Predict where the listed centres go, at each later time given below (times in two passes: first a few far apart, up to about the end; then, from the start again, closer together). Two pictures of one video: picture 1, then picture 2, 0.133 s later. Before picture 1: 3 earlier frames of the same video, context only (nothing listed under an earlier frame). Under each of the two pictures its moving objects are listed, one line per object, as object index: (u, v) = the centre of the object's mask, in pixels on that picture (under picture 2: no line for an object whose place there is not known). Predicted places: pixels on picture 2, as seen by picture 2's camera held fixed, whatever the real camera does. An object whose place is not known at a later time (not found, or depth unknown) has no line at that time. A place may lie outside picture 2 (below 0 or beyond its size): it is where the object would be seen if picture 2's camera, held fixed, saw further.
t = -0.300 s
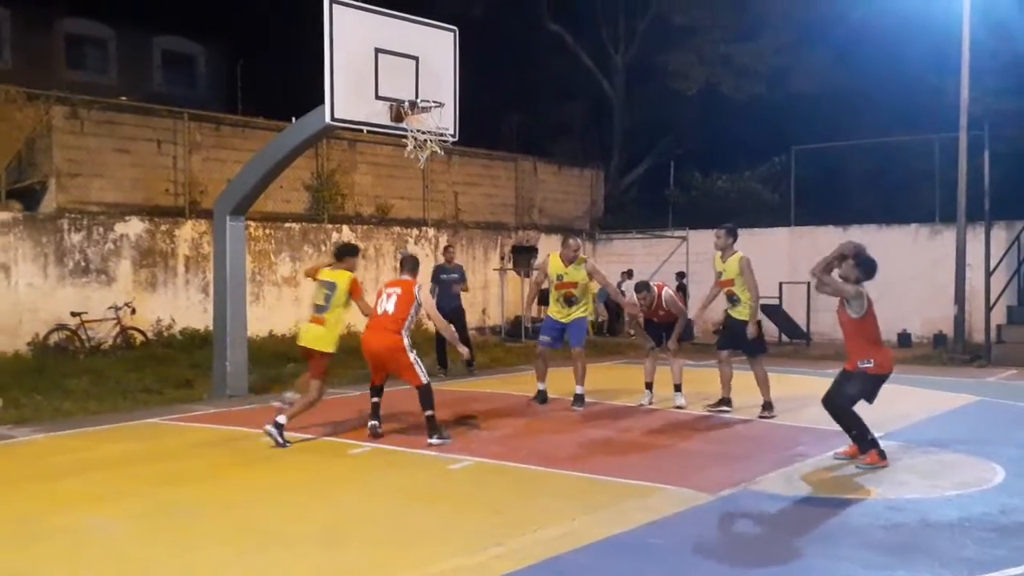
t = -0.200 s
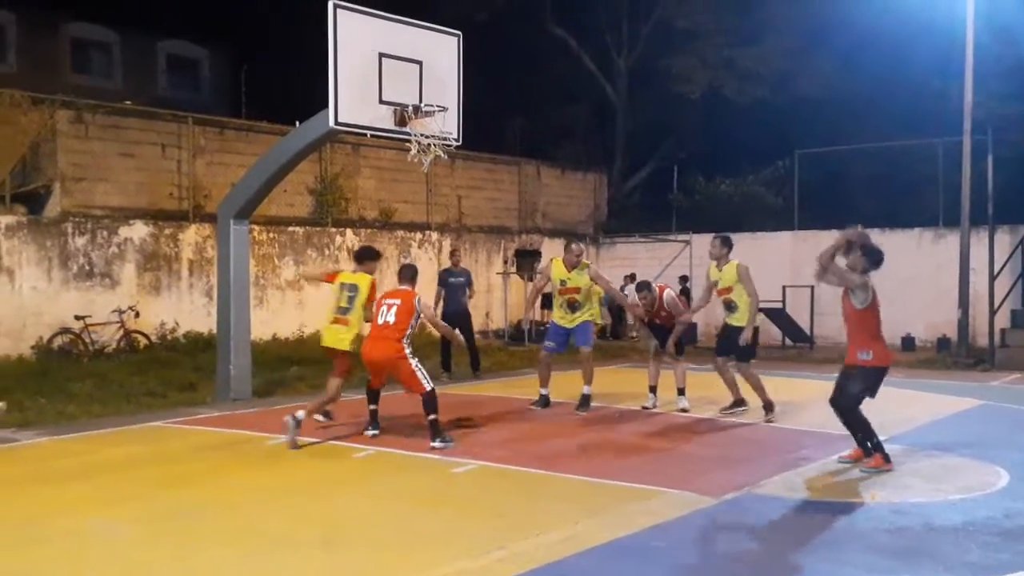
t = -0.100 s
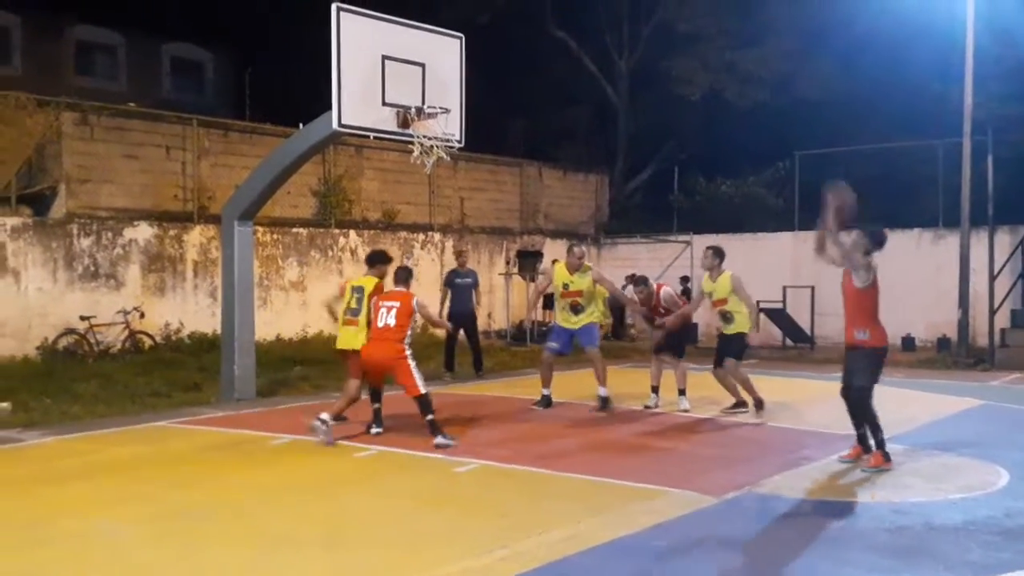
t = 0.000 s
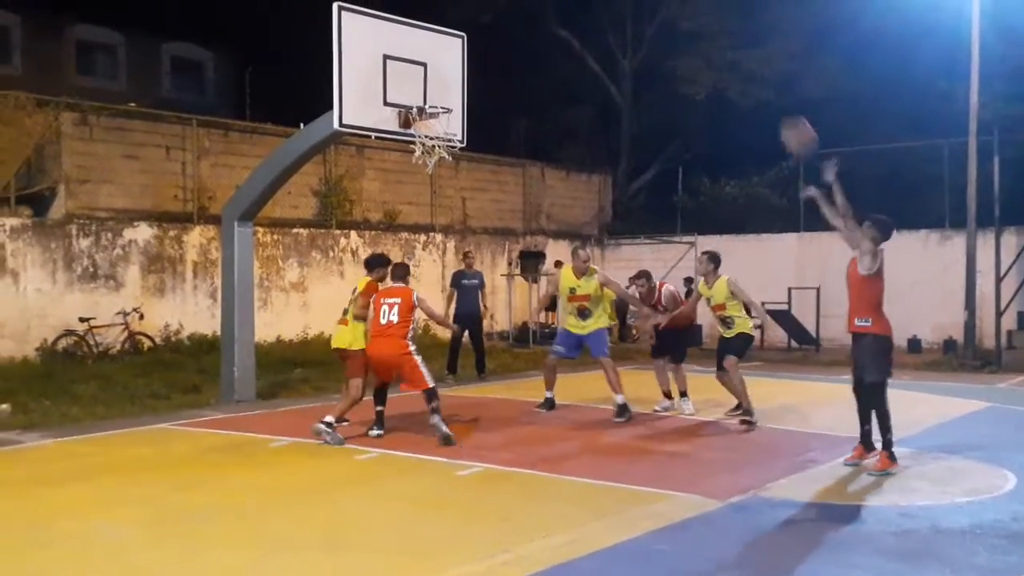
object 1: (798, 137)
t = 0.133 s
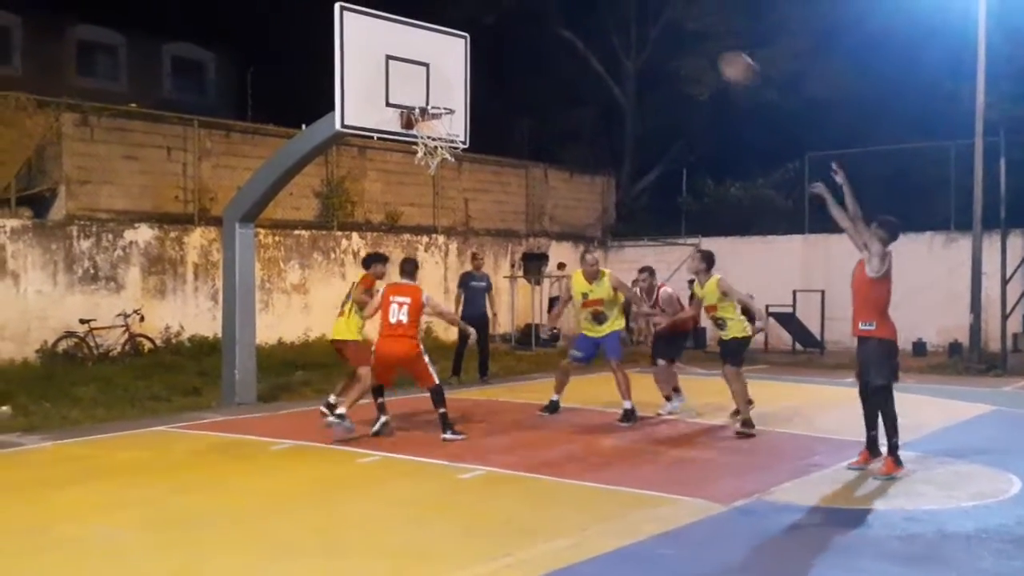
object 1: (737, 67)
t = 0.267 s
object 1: (678, 26)
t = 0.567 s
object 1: (559, 12)
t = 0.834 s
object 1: (472, 74)
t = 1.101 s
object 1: (431, 74)
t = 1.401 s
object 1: (462, 84)
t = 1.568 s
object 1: (481, 128)
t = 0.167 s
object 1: (722, 55)
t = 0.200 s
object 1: (706, 44)
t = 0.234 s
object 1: (692, 34)
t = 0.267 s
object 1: (678, 26)
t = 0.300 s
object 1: (663, 20)
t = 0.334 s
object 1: (649, 14)
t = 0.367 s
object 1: (635, 9)
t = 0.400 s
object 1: (623, 8)
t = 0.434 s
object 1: (610, 7)
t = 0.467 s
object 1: (596, 7)
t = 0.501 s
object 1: (584, 8)
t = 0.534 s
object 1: (571, 9)
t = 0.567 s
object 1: (559, 12)
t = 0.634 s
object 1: (536, 22)
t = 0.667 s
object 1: (524, 29)
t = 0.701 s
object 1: (512, 37)
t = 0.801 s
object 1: (481, 64)
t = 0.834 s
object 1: (472, 74)
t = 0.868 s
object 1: (460, 90)
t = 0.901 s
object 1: (451, 99)
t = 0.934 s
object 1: (448, 93)
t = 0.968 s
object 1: (444, 87)
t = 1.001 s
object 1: (440, 82)
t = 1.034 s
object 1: (437, 79)
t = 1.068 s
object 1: (433, 76)
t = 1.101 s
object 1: (431, 74)
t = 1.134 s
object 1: (434, 71)
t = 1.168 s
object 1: (437, 68)
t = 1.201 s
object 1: (441, 67)
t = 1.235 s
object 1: (444, 67)
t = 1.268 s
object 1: (448, 68)
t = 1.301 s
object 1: (451, 71)
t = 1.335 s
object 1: (455, 74)
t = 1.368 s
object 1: (458, 78)
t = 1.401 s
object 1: (462, 84)
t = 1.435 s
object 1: (466, 90)
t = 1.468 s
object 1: (470, 98)
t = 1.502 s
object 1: (474, 107)
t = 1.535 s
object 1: (478, 117)
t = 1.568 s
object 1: (481, 128)
